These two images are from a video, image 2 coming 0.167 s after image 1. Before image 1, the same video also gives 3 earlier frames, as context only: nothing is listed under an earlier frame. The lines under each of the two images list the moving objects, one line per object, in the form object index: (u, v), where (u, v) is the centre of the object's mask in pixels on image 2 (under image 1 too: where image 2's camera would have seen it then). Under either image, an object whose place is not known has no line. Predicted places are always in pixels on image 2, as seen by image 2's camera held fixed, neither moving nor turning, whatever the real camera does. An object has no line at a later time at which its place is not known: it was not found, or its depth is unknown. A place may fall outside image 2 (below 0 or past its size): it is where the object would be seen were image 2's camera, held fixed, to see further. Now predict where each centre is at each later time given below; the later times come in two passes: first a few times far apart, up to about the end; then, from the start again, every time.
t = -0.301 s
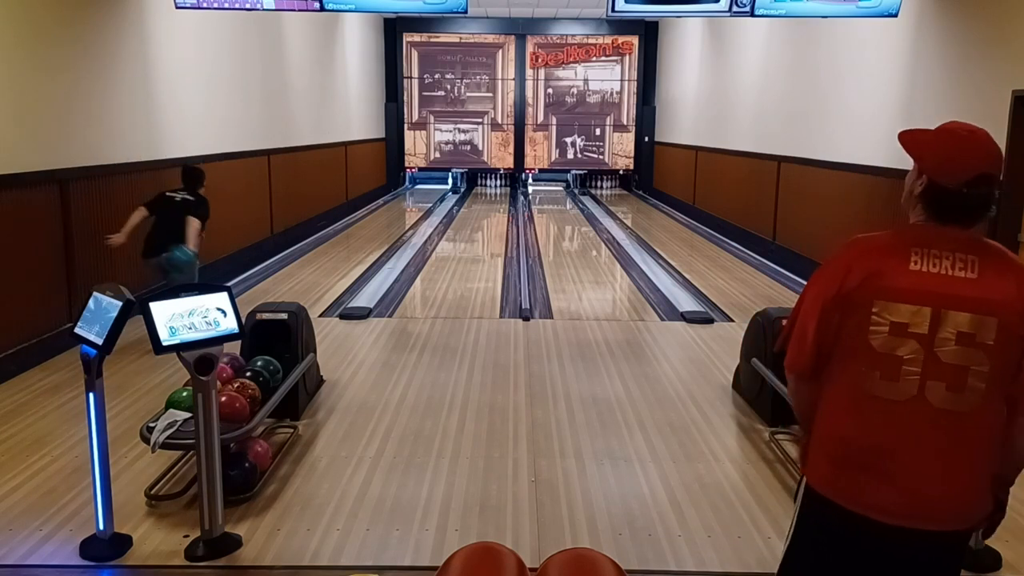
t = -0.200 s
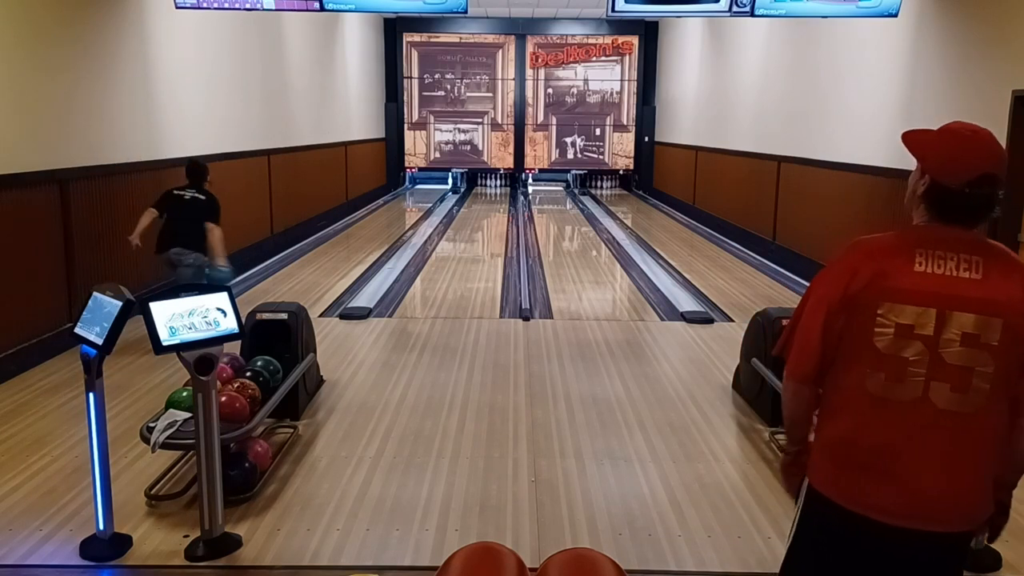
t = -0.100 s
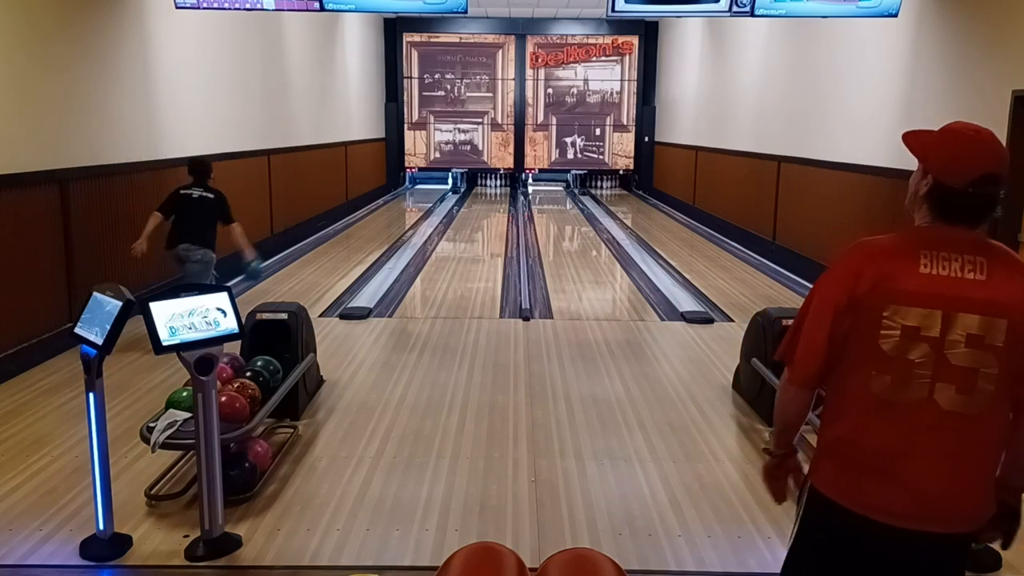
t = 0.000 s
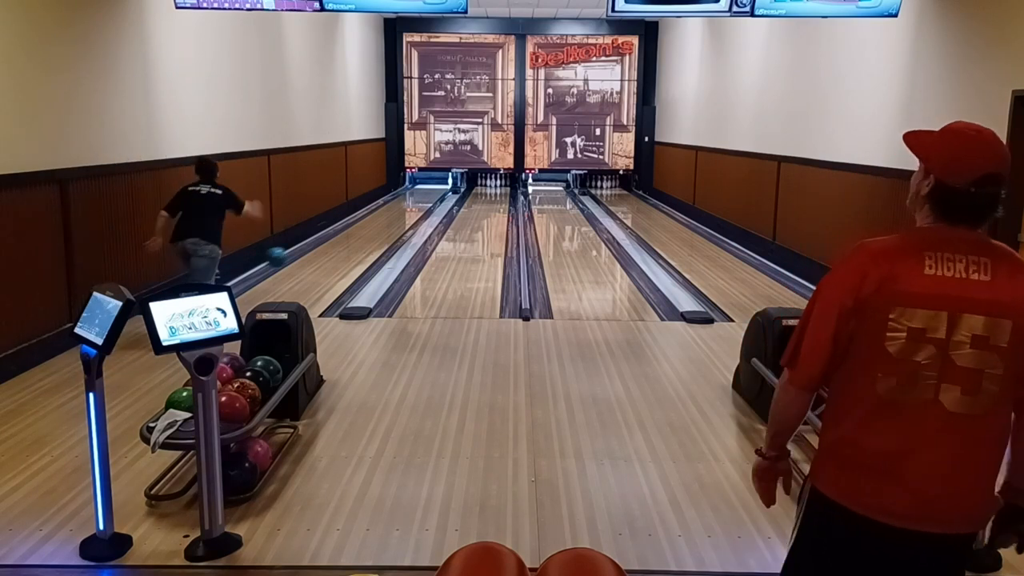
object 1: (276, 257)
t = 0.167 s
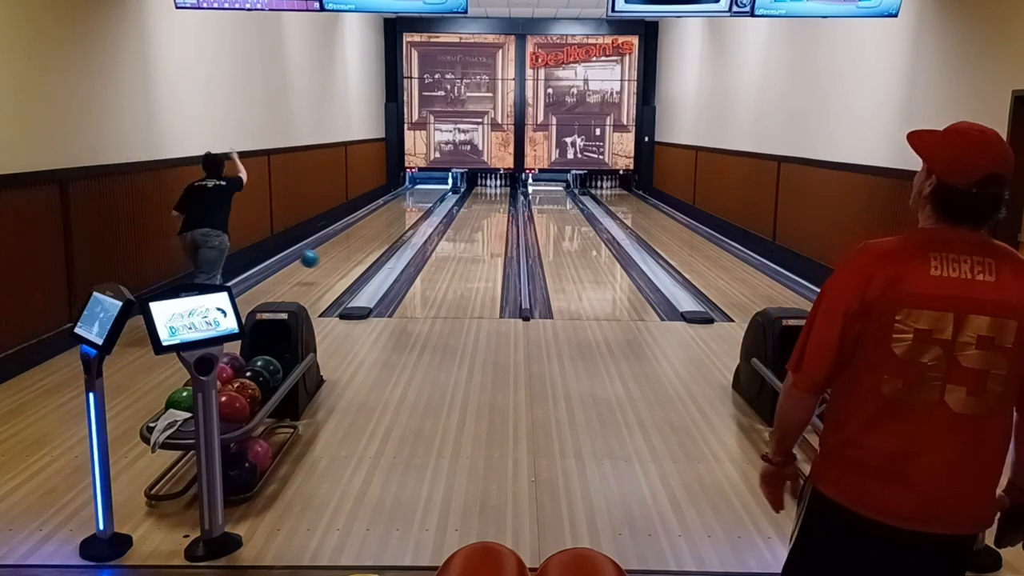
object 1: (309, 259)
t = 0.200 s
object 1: (315, 262)
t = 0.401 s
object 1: (343, 256)
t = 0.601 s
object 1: (364, 242)
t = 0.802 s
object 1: (382, 231)
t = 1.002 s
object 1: (396, 222)
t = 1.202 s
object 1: (407, 215)
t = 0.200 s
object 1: (315, 262)
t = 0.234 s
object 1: (320, 266)
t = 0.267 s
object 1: (325, 267)
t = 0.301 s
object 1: (330, 263)
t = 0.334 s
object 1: (335, 260)
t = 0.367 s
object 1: (339, 258)
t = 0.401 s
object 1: (343, 256)
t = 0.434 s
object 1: (347, 253)
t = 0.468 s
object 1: (350, 251)
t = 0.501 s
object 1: (354, 249)
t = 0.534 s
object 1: (358, 246)
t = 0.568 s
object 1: (361, 244)
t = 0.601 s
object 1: (364, 242)
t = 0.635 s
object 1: (367, 240)
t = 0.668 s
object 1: (370, 238)
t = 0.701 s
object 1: (373, 236)
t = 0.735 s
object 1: (376, 234)
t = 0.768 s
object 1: (379, 233)
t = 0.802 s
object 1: (382, 231)
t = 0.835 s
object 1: (384, 230)
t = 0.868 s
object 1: (386, 228)
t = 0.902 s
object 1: (389, 227)
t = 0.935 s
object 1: (391, 225)
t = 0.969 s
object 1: (394, 223)
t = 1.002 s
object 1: (396, 222)
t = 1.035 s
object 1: (397, 221)
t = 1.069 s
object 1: (400, 219)
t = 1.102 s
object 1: (402, 218)
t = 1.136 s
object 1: (403, 217)
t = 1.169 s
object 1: (405, 216)
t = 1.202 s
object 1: (407, 215)
